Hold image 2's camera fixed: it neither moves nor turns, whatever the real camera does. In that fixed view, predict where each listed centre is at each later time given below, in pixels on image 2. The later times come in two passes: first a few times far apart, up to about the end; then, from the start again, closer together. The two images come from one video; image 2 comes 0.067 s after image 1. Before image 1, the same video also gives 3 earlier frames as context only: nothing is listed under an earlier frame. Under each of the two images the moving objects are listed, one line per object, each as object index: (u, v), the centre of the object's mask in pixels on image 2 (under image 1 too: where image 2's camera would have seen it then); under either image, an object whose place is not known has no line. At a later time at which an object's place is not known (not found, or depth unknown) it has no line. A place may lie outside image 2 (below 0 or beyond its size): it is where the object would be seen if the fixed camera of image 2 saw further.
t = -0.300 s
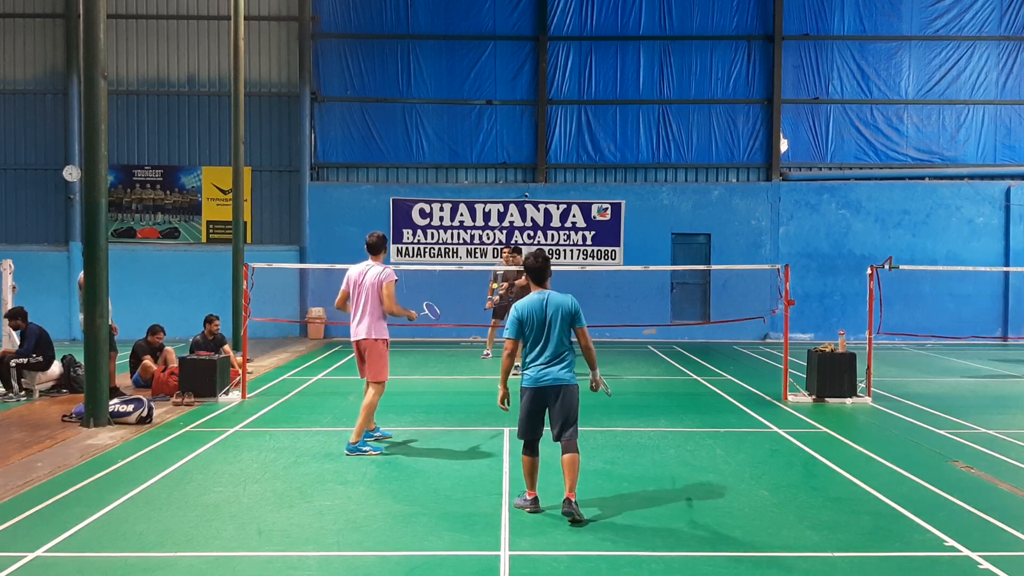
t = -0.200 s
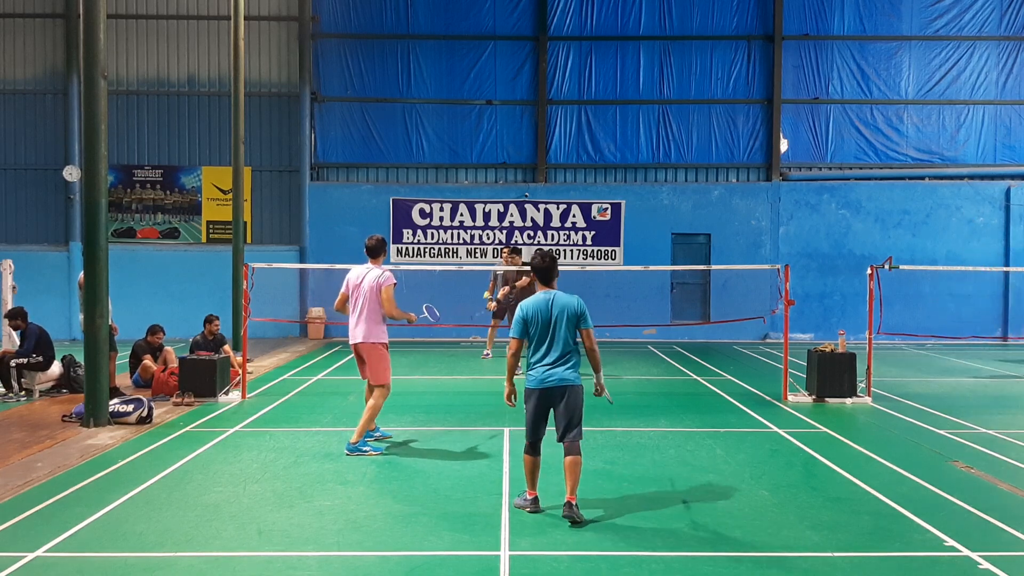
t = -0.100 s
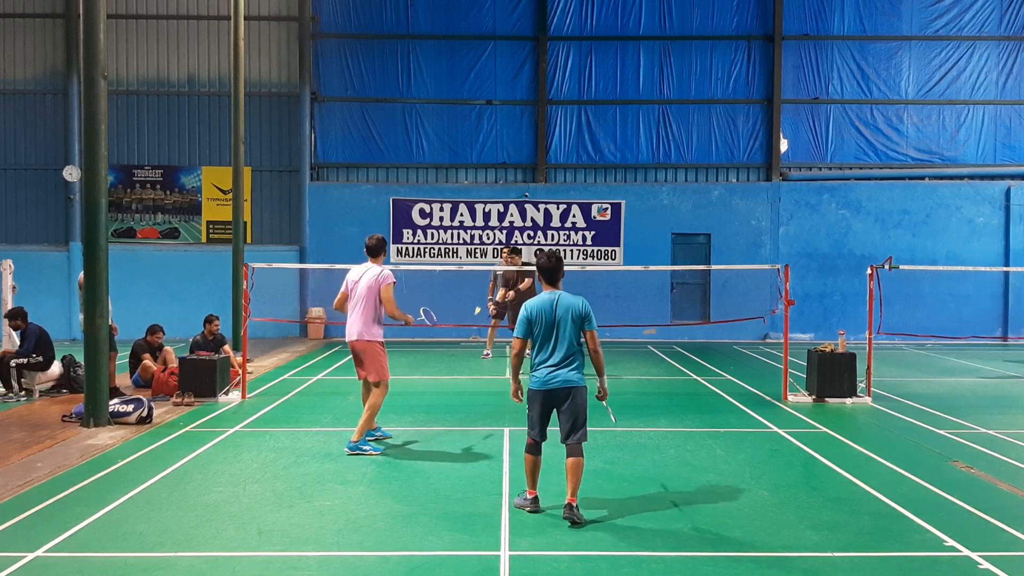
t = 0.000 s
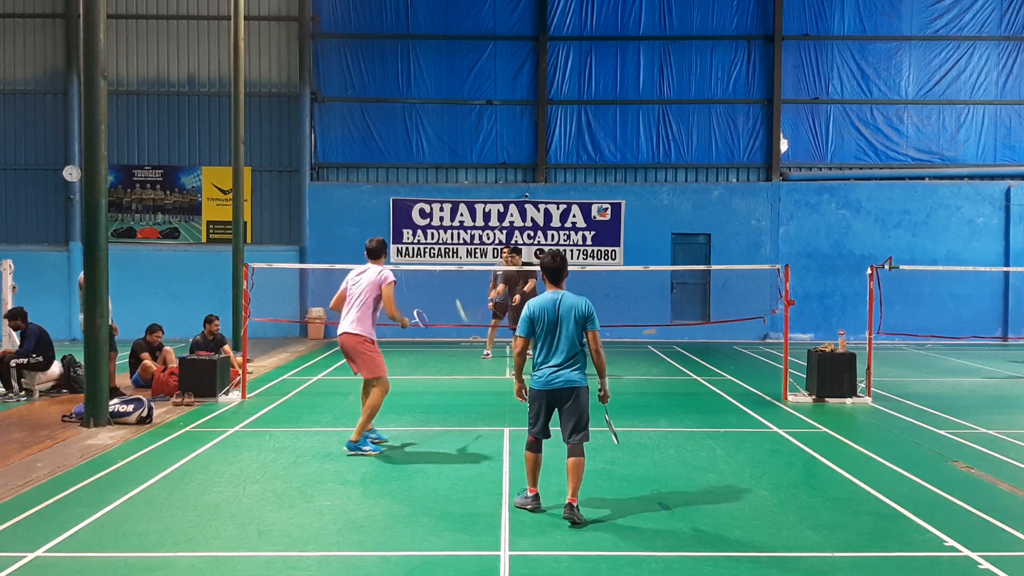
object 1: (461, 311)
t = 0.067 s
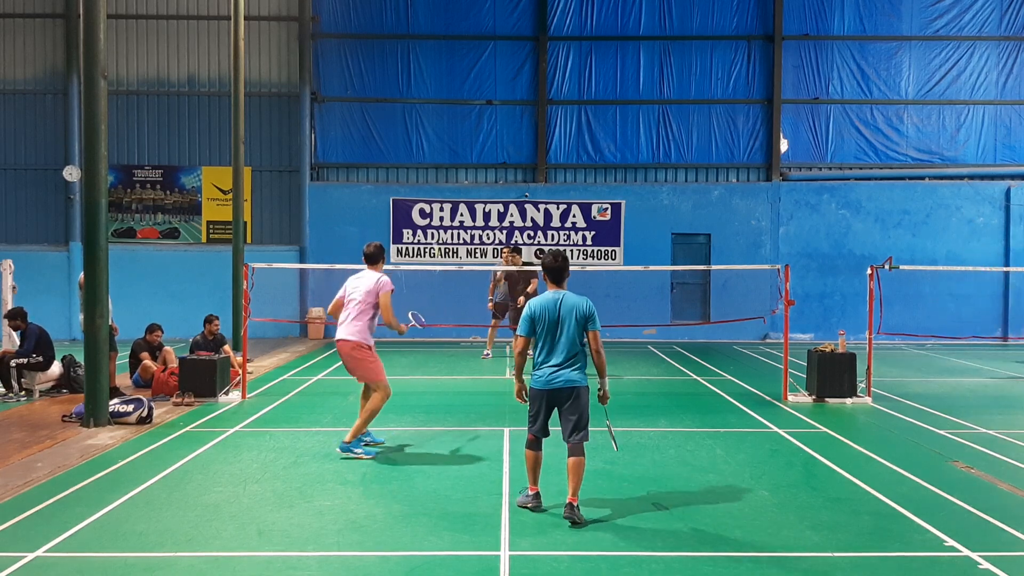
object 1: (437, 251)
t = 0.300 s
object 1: (366, 100)
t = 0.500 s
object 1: (312, 24)
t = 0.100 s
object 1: (425, 222)
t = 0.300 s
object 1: (366, 100)
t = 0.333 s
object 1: (357, 85)
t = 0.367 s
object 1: (348, 70)
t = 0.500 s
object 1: (312, 24)
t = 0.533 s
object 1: (304, 16)
